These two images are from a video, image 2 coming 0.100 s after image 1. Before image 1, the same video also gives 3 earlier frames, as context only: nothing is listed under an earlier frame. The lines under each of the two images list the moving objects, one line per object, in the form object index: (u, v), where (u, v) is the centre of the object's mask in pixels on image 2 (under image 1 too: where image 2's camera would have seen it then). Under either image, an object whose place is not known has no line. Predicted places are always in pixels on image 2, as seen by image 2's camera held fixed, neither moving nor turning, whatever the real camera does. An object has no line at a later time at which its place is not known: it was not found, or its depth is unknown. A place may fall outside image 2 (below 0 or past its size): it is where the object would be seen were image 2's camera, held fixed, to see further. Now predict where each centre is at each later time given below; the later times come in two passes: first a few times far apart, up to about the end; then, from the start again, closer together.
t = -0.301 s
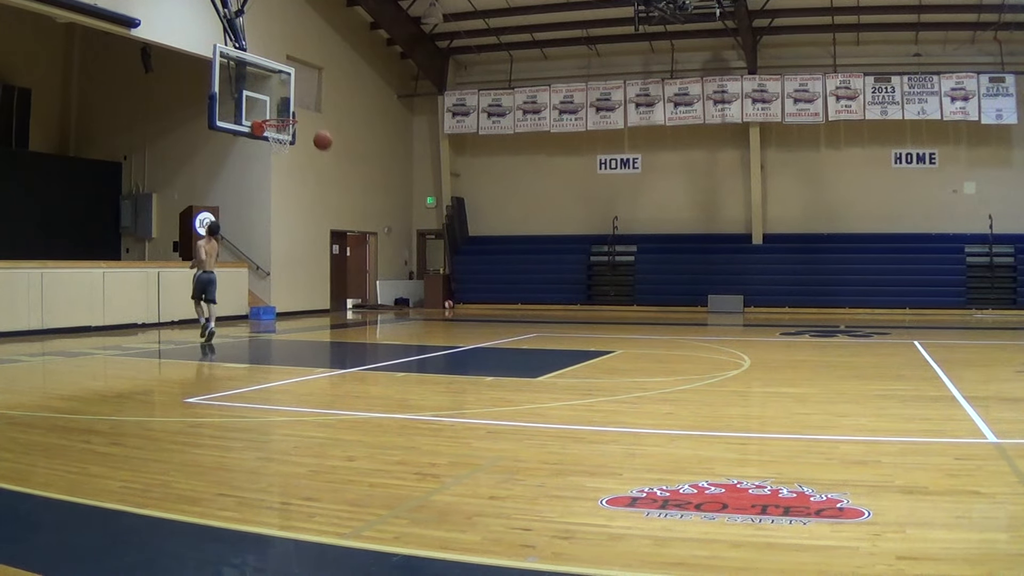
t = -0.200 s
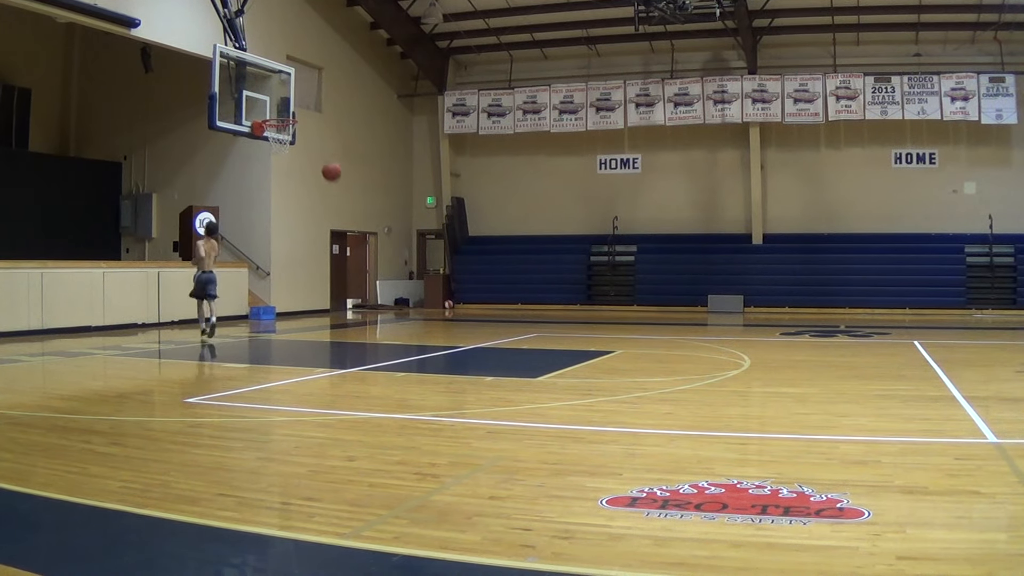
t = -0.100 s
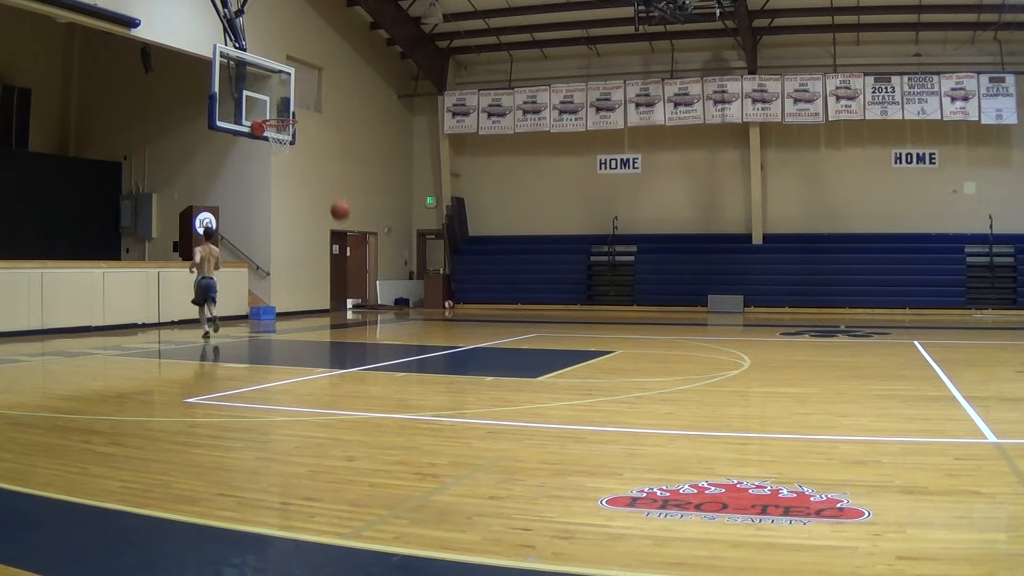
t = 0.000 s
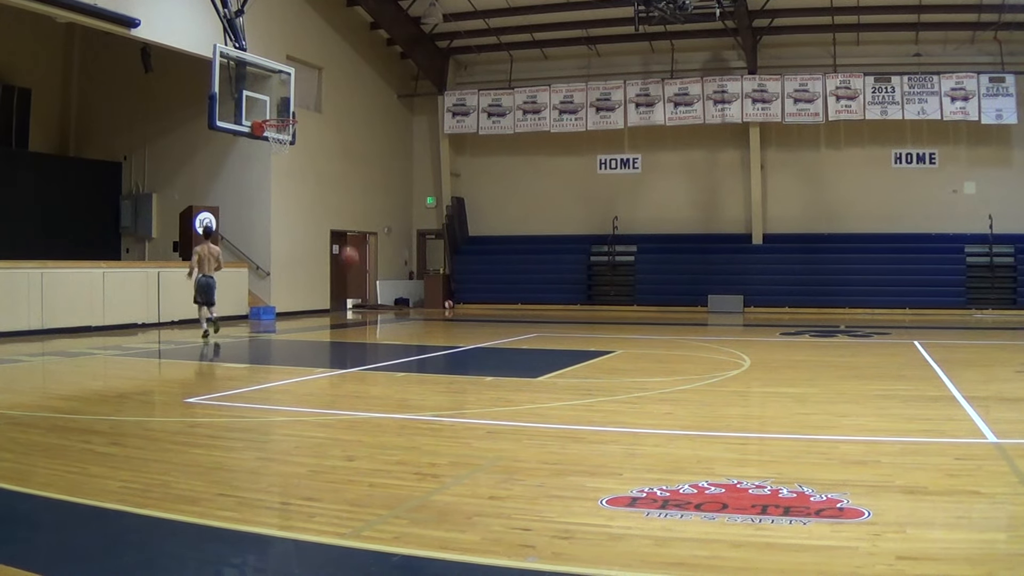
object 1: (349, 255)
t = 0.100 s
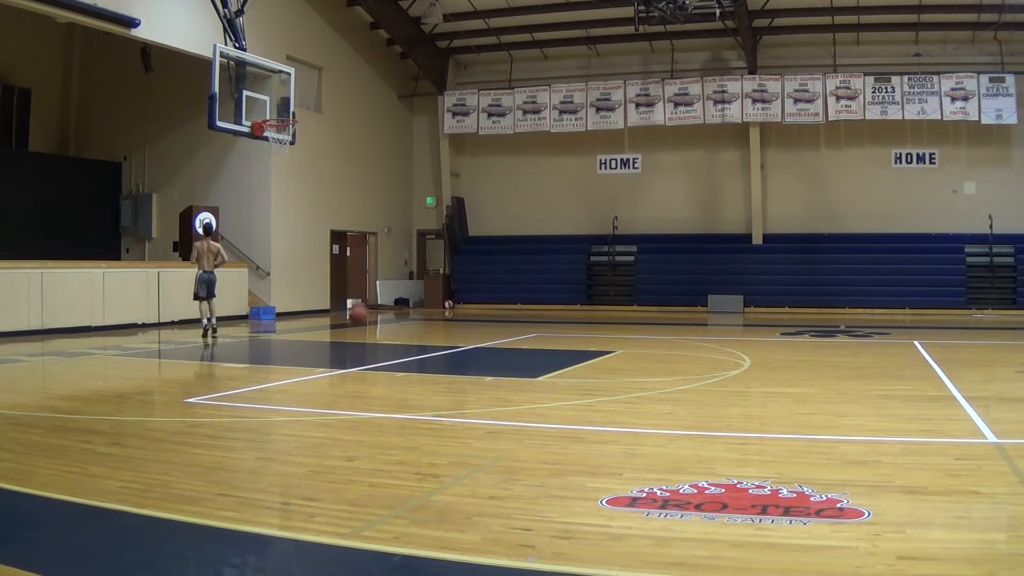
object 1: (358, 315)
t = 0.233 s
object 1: (371, 321)
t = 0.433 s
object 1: (389, 253)
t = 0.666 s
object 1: (412, 214)
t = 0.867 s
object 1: (432, 217)
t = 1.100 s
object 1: (455, 263)
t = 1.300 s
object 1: (473, 342)
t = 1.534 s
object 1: (496, 299)
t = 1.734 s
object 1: (515, 275)
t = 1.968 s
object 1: (537, 290)
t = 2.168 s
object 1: (556, 342)
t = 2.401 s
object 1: (579, 320)
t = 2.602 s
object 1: (599, 310)
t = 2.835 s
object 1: (622, 344)
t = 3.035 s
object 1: (642, 339)
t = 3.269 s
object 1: (665, 335)
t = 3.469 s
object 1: (684, 359)
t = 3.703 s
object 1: (706, 344)
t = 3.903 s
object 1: (724, 360)
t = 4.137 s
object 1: (744, 354)
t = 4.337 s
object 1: (761, 357)
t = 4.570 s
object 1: (780, 362)
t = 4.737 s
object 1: (795, 365)
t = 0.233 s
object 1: (371, 321)
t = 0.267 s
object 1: (374, 308)
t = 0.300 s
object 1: (376, 297)
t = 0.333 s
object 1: (380, 283)
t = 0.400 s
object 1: (386, 262)
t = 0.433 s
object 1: (389, 253)
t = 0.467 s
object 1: (393, 244)
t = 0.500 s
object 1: (396, 237)
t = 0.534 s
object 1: (399, 231)
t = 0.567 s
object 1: (402, 225)
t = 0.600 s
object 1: (406, 220)
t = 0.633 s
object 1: (409, 217)
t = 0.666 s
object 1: (412, 214)
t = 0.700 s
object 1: (415, 212)
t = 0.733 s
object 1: (418, 211)
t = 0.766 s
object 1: (422, 211)
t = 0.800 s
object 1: (425, 212)
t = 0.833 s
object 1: (429, 214)
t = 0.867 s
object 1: (432, 217)
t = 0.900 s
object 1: (435, 221)
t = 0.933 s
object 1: (438, 225)
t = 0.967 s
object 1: (442, 231)
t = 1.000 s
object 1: (445, 237)
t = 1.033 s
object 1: (448, 245)
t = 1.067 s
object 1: (452, 254)
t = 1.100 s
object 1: (455, 263)
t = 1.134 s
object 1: (458, 274)
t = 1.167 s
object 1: (461, 285)
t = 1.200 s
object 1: (464, 297)
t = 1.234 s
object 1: (467, 310)
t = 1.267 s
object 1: (471, 326)
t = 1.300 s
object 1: (473, 342)
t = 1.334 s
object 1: (478, 357)
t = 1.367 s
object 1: (480, 346)
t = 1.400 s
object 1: (483, 334)
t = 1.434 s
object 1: (487, 324)
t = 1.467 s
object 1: (490, 315)
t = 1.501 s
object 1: (493, 306)
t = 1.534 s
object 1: (496, 299)
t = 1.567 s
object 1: (499, 293)
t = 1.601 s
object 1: (502, 287)
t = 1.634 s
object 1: (505, 283)
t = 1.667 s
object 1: (508, 279)
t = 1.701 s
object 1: (512, 276)
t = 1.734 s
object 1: (515, 275)
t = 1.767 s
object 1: (518, 274)
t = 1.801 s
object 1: (521, 274)
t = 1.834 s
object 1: (524, 275)
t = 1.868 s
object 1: (527, 277)
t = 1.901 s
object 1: (531, 280)
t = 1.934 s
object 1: (534, 285)
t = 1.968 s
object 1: (537, 290)
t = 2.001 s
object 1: (540, 296)
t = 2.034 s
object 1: (543, 303)
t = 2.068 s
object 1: (546, 311)
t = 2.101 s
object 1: (550, 320)
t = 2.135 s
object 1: (552, 330)
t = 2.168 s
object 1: (556, 342)
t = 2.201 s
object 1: (560, 357)
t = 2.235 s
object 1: (562, 357)
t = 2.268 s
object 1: (566, 348)
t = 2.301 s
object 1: (569, 339)
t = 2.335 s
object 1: (572, 332)
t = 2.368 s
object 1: (576, 326)
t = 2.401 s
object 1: (579, 320)
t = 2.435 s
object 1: (582, 316)
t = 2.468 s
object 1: (586, 313)
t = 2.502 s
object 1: (589, 311)
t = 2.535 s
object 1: (593, 309)
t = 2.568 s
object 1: (596, 309)
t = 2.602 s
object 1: (599, 310)
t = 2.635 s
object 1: (603, 312)
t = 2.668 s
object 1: (606, 314)
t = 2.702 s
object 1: (609, 317)
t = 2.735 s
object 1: (612, 323)
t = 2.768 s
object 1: (615, 329)
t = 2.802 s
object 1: (619, 336)
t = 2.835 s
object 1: (622, 344)
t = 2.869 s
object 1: (626, 354)
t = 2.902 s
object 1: (629, 362)
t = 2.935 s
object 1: (632, 356)
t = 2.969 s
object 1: (636, 349)
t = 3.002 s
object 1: (639, 344)
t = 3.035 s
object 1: (642, 339)
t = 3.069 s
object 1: (645, 335)
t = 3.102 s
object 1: (648, 333)
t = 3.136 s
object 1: (652, 331)
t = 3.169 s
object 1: (656, 331)
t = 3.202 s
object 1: (659, 331)
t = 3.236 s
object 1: (662, 333)
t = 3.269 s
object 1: (665, 335)
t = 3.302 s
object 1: (668, 339)
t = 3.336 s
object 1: (671, 343)
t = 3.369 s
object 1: (675, 349)
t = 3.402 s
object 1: (678, 356)
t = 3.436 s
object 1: (681, 364)
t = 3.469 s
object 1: (684, 359)
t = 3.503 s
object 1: (688, 353)
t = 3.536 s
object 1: (691, 349)
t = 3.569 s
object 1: (694, 346)
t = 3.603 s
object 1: (697, 344)
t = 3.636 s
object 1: (700, 343)
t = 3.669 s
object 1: (703, 343)
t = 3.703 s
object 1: (706, 344)
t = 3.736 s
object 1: (709, 346)
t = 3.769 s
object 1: (712, 350)
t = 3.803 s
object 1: (715, 353)
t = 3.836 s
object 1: (718, 359)
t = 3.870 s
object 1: (721, 365)
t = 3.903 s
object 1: (724, 360)
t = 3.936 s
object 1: (727, 356)
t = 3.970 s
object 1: (729, 353)
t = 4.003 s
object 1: (733, 351)
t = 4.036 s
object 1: (735, 350)
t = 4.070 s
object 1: (738, 351)
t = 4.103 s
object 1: (741, 352)
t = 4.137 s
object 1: (744, 354)
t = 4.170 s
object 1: (746, 357)
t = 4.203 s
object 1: (749, 362)
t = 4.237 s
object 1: (752, 365)
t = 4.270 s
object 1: (755, 361)
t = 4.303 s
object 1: (758, 359)
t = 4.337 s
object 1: (761, 357)
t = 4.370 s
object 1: (763, 356)
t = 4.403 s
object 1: (766, 357)
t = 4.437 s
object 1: (769, 358)
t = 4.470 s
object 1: (772, 361)
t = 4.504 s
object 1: (775, 364)
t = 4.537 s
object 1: (778, 364)
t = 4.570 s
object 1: (780, 362)
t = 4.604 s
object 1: (783, 361)
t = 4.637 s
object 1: (786, 360)
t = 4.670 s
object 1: (789, 361)
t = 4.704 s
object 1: (792, 362)
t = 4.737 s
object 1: (795, 365)
